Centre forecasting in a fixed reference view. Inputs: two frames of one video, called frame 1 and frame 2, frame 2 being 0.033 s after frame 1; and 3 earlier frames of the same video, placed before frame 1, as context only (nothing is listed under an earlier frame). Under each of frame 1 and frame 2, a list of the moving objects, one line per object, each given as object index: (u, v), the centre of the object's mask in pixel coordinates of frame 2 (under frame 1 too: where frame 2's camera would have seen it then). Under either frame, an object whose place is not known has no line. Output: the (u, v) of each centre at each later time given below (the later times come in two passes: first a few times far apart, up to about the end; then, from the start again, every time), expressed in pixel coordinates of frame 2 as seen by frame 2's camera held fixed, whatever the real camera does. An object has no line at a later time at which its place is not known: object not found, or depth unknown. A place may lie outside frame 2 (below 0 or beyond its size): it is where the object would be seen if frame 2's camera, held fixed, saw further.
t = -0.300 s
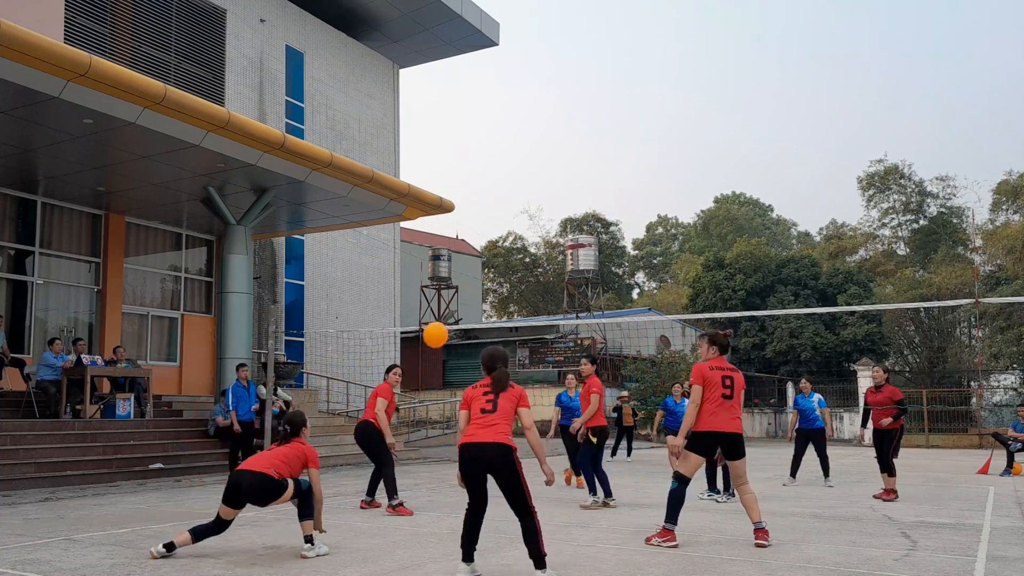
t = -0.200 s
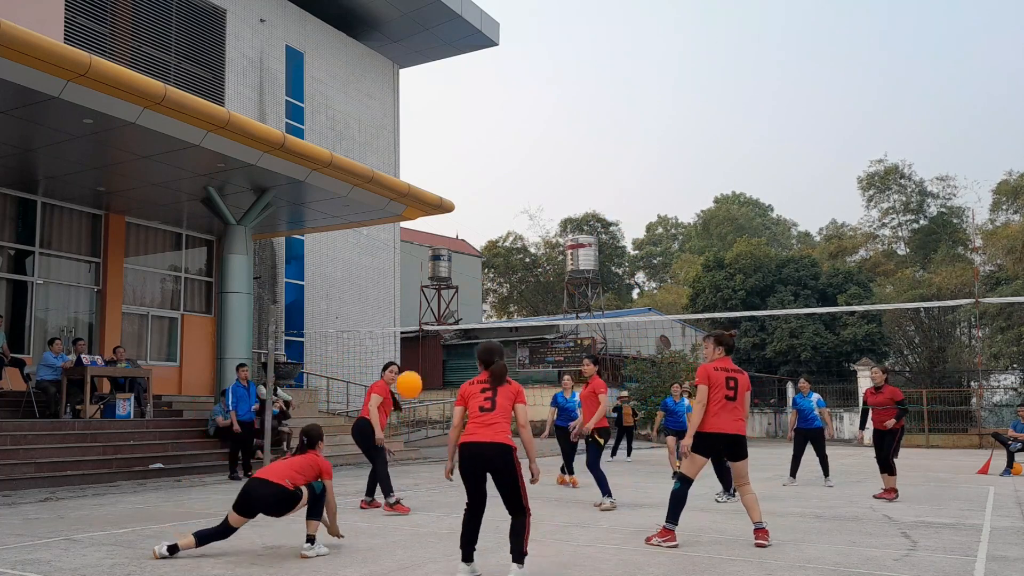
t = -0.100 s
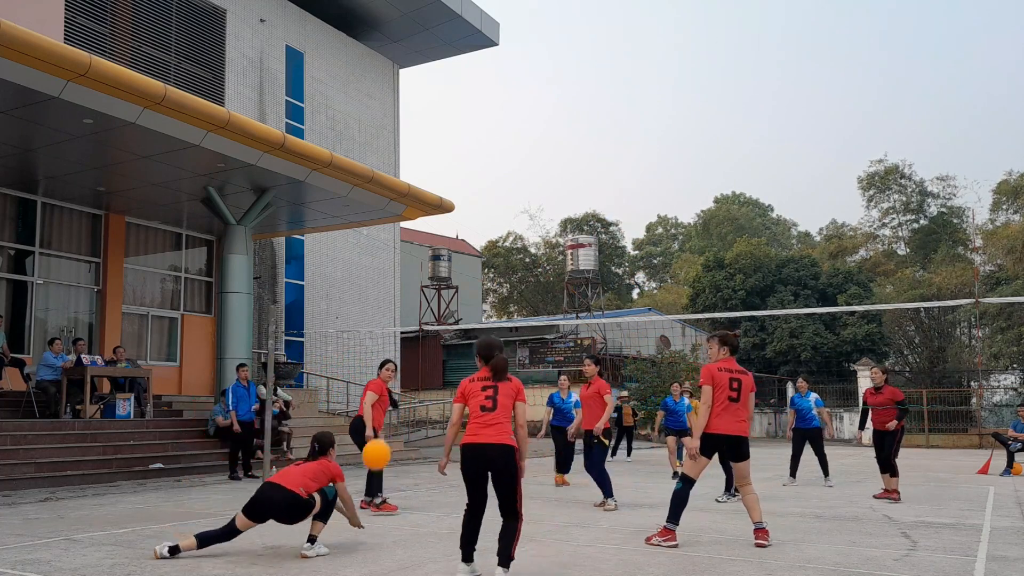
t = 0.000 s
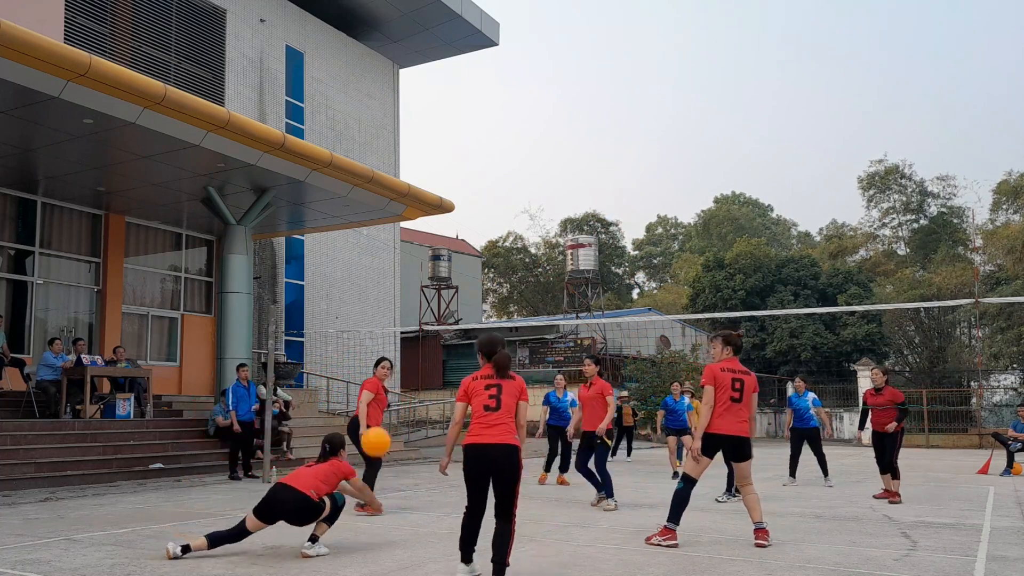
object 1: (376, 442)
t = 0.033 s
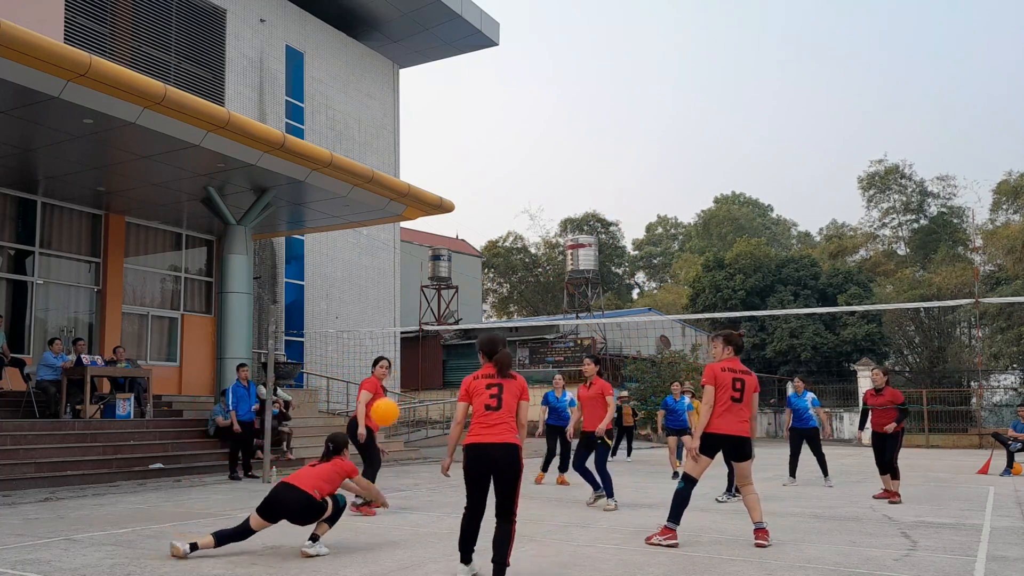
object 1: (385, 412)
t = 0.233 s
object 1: (430, 277)
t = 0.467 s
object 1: (480, 199)
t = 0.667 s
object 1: (516, 183)
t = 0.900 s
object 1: (557, 214)
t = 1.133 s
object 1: (592, 293)
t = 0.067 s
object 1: (394, 384)
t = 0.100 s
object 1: (402, 359)
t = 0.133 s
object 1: (409, 335)
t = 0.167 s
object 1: (416, 314)
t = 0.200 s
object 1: (423, 294)
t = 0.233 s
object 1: (430, 277)
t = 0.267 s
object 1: (438, 262)
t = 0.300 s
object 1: (444, 248)
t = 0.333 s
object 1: (452, 235)
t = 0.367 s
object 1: (459, 225)
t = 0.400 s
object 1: (466, 215)
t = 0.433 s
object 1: (473, 206)
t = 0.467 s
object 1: (480, 199)
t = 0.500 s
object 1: (486, 193)
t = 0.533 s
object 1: (492, 188)
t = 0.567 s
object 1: (498, 185)
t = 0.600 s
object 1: (505, 183)
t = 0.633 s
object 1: (511, 182)
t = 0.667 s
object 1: (516, 183)
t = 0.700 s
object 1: (523, 184)
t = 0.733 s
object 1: (529, 187)
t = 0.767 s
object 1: (535, 191)
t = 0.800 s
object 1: (540, 195)
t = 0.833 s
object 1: (546, 200)
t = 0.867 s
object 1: (551, 207)
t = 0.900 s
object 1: (557, 214)
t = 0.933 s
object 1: (562, 222)
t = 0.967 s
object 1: (566, 231)
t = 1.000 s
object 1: (572, 242)
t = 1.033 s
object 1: (577, 254)
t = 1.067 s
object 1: (582, 267)
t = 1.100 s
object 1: (587, 280)
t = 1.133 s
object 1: (592, 293)
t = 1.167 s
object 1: (597, 307)
